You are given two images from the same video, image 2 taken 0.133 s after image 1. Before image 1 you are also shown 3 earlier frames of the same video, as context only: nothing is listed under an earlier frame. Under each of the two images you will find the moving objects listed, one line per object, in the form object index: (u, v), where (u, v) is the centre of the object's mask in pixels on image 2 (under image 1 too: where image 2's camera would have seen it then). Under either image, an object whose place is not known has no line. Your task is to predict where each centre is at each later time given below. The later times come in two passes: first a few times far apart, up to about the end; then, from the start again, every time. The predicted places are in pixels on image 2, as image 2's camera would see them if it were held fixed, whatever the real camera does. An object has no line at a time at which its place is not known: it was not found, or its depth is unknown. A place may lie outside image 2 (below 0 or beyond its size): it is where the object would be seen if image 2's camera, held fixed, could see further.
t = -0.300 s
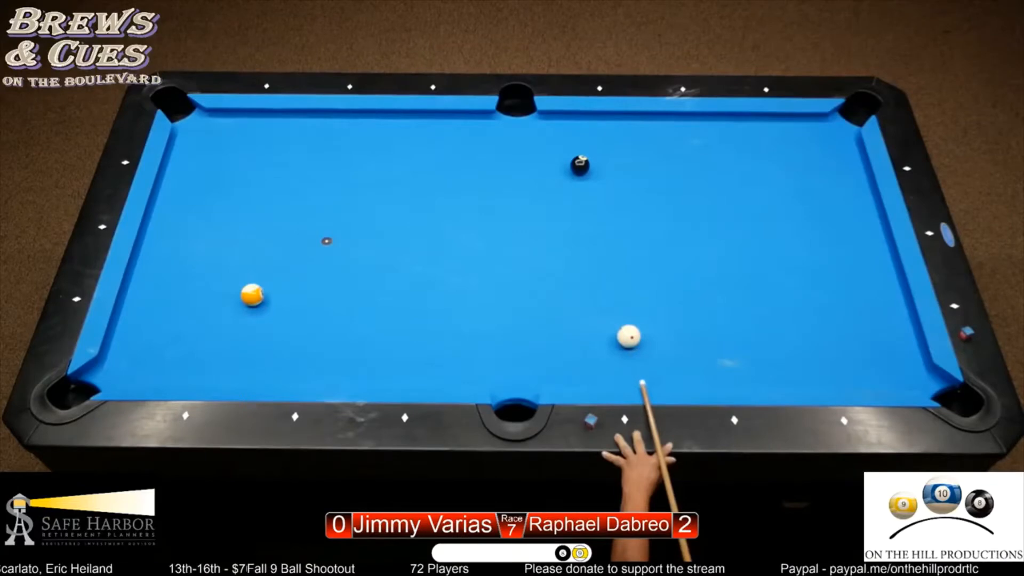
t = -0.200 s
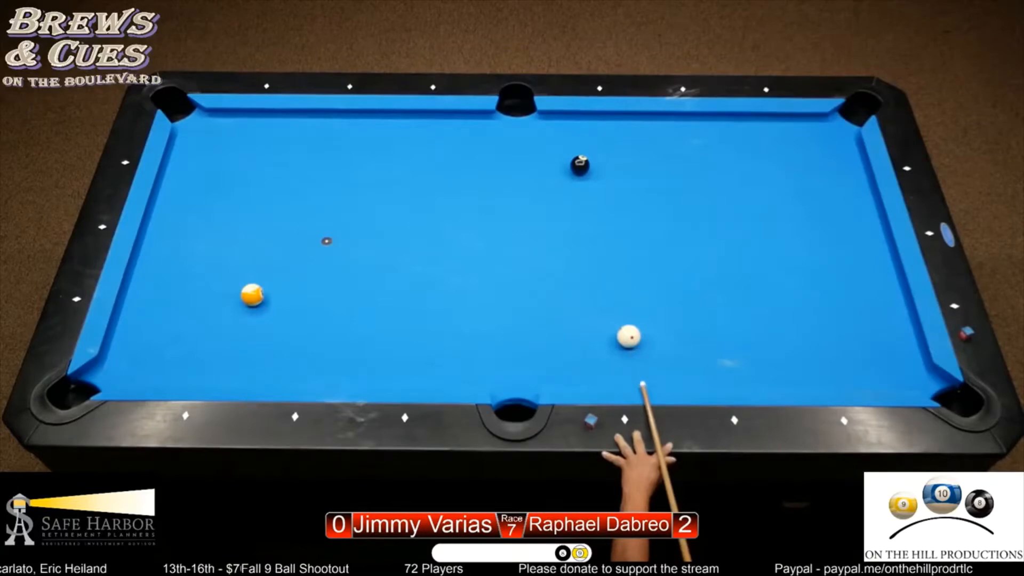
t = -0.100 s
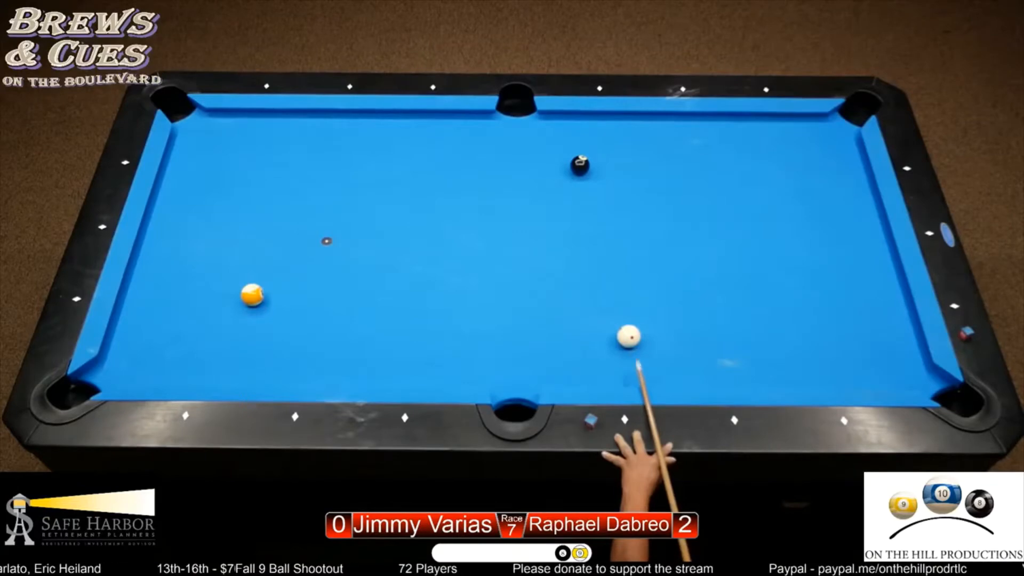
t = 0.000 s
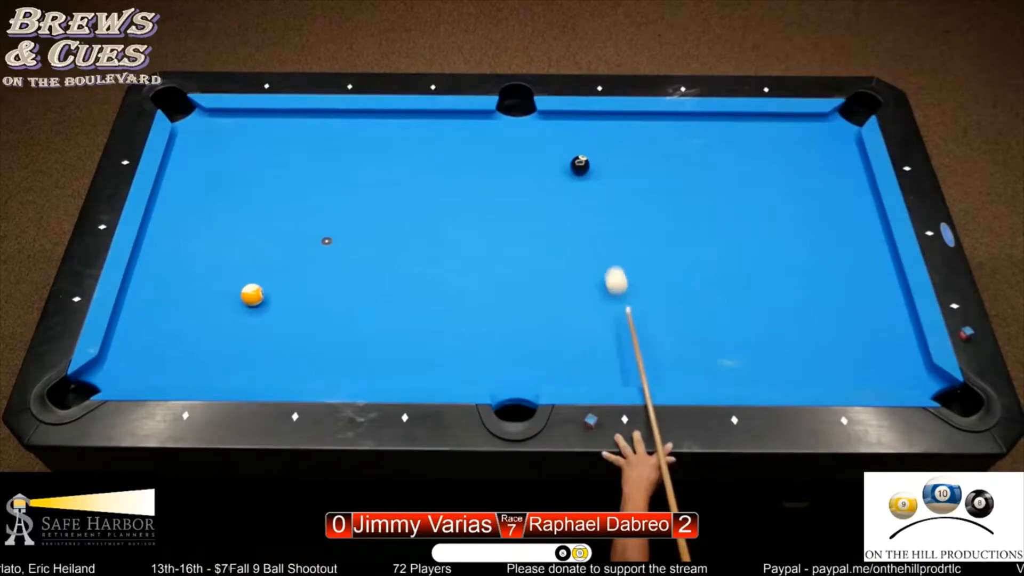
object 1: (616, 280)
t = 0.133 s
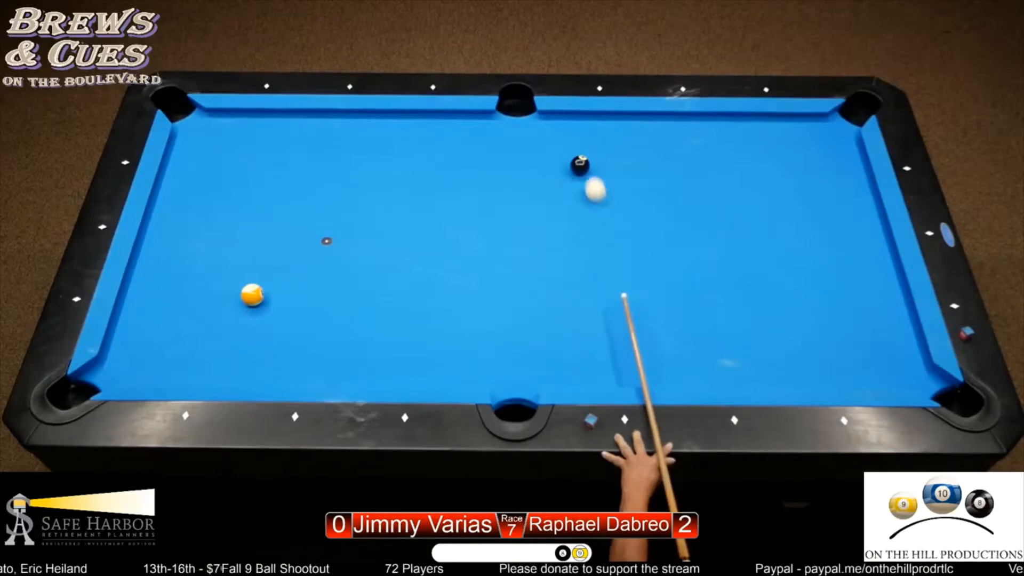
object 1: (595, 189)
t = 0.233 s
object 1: (616, 162)
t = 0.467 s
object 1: (670, 125)
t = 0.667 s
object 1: (719, 157)
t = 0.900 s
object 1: (777, 193)
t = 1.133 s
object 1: (838, 231)
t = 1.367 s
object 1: (887, 269)
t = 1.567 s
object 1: (868, 301)
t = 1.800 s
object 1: (847, 340)
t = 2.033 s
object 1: (824, 378)
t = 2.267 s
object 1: (787, 360)
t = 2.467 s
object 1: (756, 341)
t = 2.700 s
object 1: (722, 321)
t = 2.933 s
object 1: (692, 302)
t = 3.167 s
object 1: (663, 285)
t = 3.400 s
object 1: (638, 269)
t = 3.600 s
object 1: (617, 256)
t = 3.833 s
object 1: (595, 242)
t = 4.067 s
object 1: (575, 230)
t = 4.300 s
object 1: (557, 218)
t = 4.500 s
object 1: (543, 209)
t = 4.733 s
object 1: (528, 199)
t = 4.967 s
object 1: (515, 190)
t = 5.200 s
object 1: (503, 182)
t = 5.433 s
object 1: (492, 175)
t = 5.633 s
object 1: (484, 169)
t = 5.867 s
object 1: (476, 163)
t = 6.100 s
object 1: (469, 158)
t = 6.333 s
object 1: (464, 154)
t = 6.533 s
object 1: (460, 150)
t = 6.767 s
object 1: (456, 147)
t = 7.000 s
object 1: (454, 145)
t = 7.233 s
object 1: (452, 143)
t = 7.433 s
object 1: (452, 143)
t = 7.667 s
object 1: (452, 142)
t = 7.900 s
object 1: (452, 142)
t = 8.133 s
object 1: (452, 142)
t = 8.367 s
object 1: (452, 142)
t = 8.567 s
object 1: (452, 142)
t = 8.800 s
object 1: (452, 142)
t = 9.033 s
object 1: (452, 142)
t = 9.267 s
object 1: (452, 142)
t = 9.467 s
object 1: (452, 142)
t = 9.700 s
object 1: (452, 142)
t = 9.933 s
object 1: (452, 142)
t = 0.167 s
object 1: (595, 174)
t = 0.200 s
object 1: (606, 168)
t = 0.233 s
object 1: (616, 162)
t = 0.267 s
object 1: (625, 155)
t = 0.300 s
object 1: (634, 148)
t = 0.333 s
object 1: (642, 140)
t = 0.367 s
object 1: (649, 132)
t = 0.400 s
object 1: (655, 124)
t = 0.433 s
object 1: (662, 119)
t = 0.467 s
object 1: (670, 125)
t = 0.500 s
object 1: (678, 131)
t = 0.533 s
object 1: (686, 136)
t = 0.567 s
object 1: (694, 141)
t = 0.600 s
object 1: (702, 146)
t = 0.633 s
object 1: (710, 151)
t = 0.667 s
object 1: (719, 157)
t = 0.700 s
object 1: (726, 162)
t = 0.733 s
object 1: (735, 167)
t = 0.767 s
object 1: (743, 172)
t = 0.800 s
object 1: (751, 177)
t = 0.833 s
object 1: (760, 182)
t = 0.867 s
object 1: (768, 187)
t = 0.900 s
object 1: (777, 193)
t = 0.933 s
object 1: (786, 198)
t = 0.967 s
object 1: (794, 203)
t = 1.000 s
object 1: (803, 209)
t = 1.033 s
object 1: (812, 214)
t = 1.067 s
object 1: (820, 219)
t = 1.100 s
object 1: (829, 225)
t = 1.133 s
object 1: (838, 231)
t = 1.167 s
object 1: (847, 236)
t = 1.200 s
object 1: (856, 242)
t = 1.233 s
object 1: (865, 248)
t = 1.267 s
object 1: (874, 253)
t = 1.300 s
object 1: (883, 259)
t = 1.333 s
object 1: (890, 264)
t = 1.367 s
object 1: (887, 269)
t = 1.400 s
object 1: (883, 275)
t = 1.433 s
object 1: (880, 280)
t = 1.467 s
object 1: (877, 285)
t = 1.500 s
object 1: (874, 291)
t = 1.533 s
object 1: (871, 296)
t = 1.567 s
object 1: (868, 301)
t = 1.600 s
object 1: (865, 307)
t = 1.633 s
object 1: (862, 312)
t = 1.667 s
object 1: (859, 318)
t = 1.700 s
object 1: (856, 323)
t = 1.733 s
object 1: (853, 329)
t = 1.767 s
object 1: (849, 334)
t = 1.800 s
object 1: (847, 340)
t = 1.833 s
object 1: (843, 345)
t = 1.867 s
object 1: (840, 351)
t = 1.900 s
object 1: (837, 357)
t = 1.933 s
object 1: (834, 362)
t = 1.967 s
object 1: (831, 368)
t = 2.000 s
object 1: (827, 373)
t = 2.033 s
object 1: (824, 378)
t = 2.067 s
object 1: (820, 379)
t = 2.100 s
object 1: (814, 376)
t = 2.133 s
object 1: (808, 373)
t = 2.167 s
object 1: (803, 370)
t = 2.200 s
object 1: (797, 366)
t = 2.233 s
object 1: (792, 363)
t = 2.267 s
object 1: (787, 360)
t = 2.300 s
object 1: (781, 357)
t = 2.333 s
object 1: (776, 353)
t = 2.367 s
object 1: (771, 350)
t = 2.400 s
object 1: (766, 347)
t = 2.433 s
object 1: (761, 344)
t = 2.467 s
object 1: (756, 341)
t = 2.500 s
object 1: (751, 338)
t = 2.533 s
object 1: (746, 335)
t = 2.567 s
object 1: (741, 332)
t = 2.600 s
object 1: (736, 329)
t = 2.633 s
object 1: (731, 326)
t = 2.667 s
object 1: (727, 324)
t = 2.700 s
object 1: (722, 321)
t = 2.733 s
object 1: (718, 318)
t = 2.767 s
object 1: (713, 315)
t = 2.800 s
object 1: (709, 313)
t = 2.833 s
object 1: (704, 310)
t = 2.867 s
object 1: (700, 307)
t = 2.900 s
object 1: (696, 305)
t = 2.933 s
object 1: (692, 302)
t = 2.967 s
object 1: (688, 299)
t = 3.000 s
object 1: (683, 297)
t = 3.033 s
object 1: (679, 295)
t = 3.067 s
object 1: (675, 292)
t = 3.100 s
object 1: (671, 290)
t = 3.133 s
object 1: (667, 287)
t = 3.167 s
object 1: (663, 285)
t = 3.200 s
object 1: (660, 282)
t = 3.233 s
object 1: (656, 280)
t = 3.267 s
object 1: (652, 278)
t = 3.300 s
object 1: (648, 275)
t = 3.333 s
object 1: (645, 273)
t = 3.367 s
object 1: (641, 271)
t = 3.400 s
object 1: (638, 269)
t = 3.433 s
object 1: (634, 266)
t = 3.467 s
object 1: (631, 264)
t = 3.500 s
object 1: (627, 262)
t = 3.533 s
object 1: (624, 260)
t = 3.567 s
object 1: (621, 258)
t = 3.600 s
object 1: (617, 256)
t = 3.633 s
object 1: (614, 254)
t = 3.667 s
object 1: (611, 252)
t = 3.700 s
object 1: (607, 250)
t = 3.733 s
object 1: (604, 248)
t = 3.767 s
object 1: (601, 246)
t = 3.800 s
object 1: (598, 244)
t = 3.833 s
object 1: (595, 242)
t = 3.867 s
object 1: (592, 240)
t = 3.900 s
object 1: (589, 239)
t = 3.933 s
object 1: (586, 237)
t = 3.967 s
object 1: (583, 235)
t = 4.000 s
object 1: (581, 233)
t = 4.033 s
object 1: (578, 231)
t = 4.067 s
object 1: (575, 230)
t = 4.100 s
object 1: (573, 228)
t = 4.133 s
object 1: (570, 226)
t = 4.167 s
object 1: (567, 225)
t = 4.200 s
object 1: (565, 223)
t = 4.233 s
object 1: (562, 221)
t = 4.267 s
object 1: (560, 220)
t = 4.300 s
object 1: (557, 218)
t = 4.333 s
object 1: (555, 216)
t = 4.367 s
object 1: (552, 215)
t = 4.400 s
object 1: (550, 213)
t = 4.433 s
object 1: (547, 211)
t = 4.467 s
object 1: (545, 210)
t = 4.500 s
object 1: (543, 209)
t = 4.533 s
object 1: (541, 207)
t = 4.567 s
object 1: (539, 206)
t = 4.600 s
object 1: (536, 204)
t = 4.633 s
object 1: (534, 203)
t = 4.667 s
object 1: (532, 202)
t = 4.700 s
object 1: (530, 200)
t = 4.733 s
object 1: (528, 199)
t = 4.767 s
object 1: (526, 197)
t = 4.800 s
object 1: (524, 196)
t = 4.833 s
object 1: (522, 195)
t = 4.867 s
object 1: (520, 193)
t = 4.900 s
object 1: (518, 192)
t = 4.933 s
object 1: (517, 191)
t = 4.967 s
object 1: (515, 190)
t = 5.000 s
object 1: (513, 189)
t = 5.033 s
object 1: (511, 187)
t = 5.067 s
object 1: (509, 186)
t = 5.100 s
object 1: (508, 185)
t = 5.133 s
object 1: (506, 184)
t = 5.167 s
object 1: (504, 183)
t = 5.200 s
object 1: (503, 182)
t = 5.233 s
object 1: (501, 181)
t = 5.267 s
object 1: (499, 179)
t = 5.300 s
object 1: (498, 178)
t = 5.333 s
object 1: (496, 178)
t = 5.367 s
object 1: (495, 176)
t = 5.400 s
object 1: (493, 175)
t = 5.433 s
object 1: (492, 175)
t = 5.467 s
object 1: (491, 174)
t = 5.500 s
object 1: (489, 172)
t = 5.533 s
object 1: (488, 172)
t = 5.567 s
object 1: (487, 171)
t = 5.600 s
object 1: (485, 170)
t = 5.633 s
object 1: (484, 169)
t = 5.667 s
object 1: (483, 168)
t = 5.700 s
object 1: (482, 167)
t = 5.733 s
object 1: (480, 166)
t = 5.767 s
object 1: (479, 165)
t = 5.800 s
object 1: (478, 165)
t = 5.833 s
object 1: (477, 164)
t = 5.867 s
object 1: (476, 163)
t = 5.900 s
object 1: (475, 162)
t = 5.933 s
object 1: (474, 161)
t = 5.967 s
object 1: (473, 161)
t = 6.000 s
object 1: (472, 160)
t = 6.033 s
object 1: (471, 159)
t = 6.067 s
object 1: (470, 158)
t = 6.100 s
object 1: (469, 158)
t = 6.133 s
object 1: (468, 157)
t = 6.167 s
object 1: (467, 156)
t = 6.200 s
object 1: (466, 156)
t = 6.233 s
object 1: (466, 155)
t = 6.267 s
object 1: (465, 155)
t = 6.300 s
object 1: (464, 154)
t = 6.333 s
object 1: (464, 154)
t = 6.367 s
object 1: (463, 153)
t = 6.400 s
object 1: (462, 152)
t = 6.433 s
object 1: (461, 152)
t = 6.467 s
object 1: (461, 151)
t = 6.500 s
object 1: (460, 150)
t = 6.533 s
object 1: (460, 150)
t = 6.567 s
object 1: (459, 150)
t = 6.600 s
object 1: (458, 149)
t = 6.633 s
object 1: (458, 149)
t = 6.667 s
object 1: (457, 148)
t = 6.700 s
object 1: (457, 148)
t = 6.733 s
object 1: (456, 147)
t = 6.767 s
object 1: (456, 147)
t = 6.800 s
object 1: (456, 147)
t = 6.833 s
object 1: (455, 146)
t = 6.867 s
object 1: (455, 146)
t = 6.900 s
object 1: (454, 146)
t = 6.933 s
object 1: (454, 145)
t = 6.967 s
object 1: (454, 145)
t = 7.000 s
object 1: (454, 145)
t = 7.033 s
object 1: (454, 144)
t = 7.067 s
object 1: (453, 144)
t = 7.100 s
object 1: (453, 144)
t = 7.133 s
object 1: (453, 144)
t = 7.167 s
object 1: (453, 144)
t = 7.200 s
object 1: (452, 143)
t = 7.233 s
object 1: (452, 143)
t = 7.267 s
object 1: (452, 143)
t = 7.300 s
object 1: (452, 143)
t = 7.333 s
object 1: (452, 143)
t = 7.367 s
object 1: (452, 143)
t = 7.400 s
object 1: (452, 143)
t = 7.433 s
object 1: (452, 143)
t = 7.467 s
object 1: (452, 143)
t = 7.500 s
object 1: (452, 142)
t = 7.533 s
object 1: (452, 142)
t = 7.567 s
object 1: (452, 142)
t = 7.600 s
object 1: (452, 142)
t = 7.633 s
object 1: (452, 142)
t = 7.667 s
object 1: (452, 142)
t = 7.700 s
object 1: (452, 142)
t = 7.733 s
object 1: (452, 142)
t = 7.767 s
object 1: (452, 142)
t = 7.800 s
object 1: (452, 142)
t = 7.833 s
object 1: (452, 142)
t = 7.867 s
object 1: (452, 142)
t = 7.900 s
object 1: (452, 142)
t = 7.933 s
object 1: (452, 142)
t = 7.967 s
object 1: (452, 142)
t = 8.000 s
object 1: (452, 142)
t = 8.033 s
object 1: (452, 142)
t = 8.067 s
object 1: (452, 142)
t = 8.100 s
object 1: (452, 142)
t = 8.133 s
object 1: (452, 142)
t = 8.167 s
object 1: (452, 142)
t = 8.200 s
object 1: (452, 142)
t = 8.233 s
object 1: (452, 142)
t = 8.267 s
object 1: (452, 142)
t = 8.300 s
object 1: (452, 142)
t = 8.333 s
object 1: (452, 142)
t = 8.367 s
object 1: (452, 142)
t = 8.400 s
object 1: (452, 142)
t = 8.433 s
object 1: (452, 142)
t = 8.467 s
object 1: (452, 142)
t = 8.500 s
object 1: (452, 142)
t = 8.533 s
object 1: (452, 142)
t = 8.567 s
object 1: (452, 142)
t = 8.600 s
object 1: (452, 142)
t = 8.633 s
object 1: (452, 142)
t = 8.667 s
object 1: (452, 142)
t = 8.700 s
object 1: (452, 142)
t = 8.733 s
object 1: (452, 142)
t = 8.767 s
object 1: (452, 142)
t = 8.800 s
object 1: (452, 142)
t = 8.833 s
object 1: (452, 142)
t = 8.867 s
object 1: (452, 142)
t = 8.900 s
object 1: (452, 142)
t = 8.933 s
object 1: (452, 142)
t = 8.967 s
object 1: (452, 142)
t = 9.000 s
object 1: (452, 142)
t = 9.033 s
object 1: (452, 142)
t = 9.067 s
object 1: (452, 142)
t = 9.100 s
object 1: (452, 142)
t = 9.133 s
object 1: (452, 142)
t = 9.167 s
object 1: (452, 142)
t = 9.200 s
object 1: (452, 142)
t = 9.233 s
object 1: (452, 142)
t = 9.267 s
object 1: (452, 142)
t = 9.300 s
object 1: (452, 142)
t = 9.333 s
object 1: (452, 142)
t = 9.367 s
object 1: (452, 142)
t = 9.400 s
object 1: (452, 142)
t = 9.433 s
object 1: (452, 142)
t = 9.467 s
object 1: (452, 142)
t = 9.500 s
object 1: (452, 142)
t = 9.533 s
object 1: (452, 142)
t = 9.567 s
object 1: (452, 142)
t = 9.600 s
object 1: (452, 142)
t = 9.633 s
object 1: (452, 142)
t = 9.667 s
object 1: (452, 142)
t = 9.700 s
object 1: (452, 142)
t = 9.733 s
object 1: (452, 142)
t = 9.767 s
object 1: (452, 142)
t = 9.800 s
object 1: (452, 142)
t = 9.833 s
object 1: (452, 142)
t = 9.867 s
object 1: (452, 142)
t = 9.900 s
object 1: (452, 142)
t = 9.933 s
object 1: (452, 142)
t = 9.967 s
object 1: (452, 142)
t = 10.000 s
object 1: (452, 142)
